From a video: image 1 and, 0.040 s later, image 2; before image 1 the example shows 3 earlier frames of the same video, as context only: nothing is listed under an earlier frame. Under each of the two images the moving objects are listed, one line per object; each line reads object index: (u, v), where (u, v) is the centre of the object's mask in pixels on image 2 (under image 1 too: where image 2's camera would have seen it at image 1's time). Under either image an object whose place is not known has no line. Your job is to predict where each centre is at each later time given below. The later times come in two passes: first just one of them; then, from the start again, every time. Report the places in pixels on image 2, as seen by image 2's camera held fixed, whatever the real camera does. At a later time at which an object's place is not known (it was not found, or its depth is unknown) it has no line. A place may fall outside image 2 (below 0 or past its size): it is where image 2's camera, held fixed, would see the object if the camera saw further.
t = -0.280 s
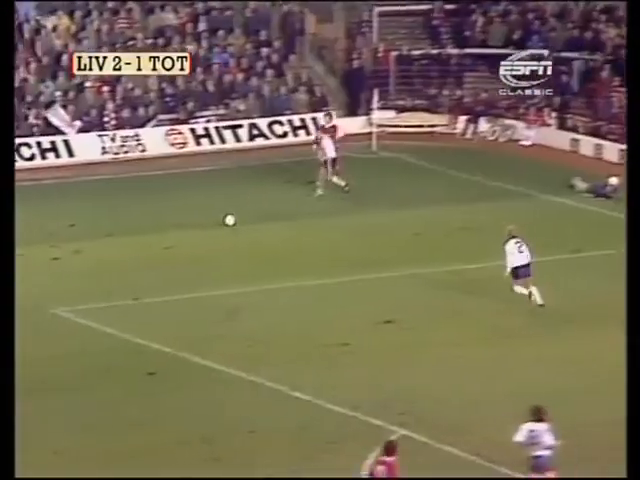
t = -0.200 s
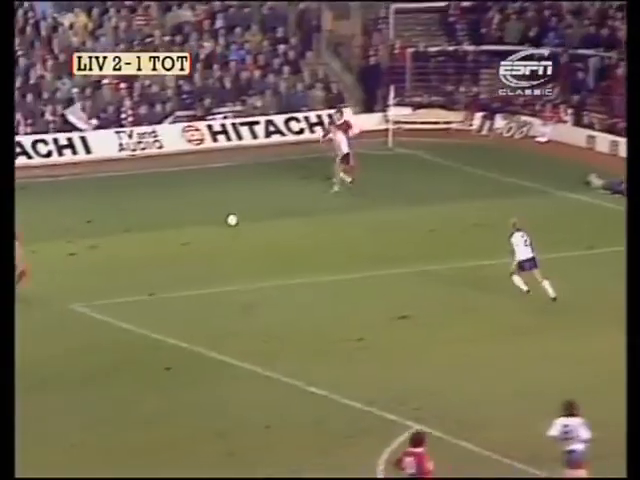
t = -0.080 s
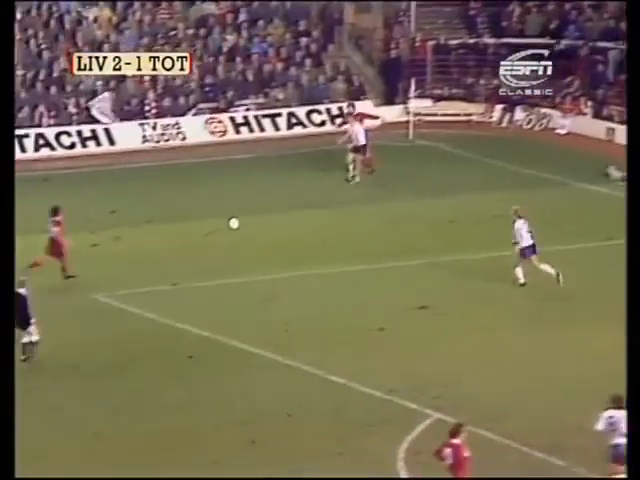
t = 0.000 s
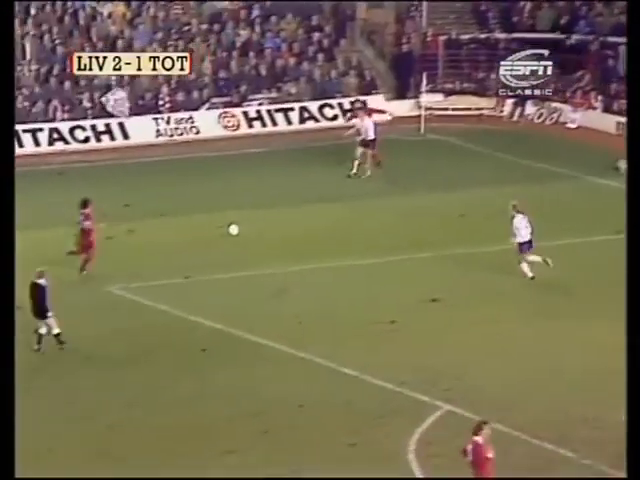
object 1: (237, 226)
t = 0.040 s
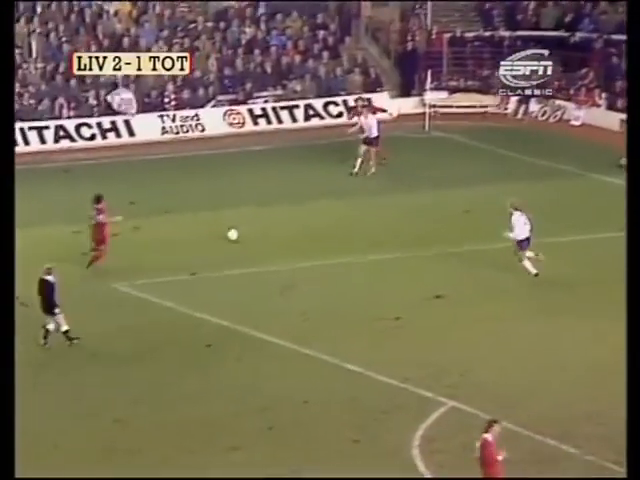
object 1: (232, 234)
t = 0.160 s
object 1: (215, 243)
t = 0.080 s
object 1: (226, 239)
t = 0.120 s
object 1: (220, 240)
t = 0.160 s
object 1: (215, 243)
